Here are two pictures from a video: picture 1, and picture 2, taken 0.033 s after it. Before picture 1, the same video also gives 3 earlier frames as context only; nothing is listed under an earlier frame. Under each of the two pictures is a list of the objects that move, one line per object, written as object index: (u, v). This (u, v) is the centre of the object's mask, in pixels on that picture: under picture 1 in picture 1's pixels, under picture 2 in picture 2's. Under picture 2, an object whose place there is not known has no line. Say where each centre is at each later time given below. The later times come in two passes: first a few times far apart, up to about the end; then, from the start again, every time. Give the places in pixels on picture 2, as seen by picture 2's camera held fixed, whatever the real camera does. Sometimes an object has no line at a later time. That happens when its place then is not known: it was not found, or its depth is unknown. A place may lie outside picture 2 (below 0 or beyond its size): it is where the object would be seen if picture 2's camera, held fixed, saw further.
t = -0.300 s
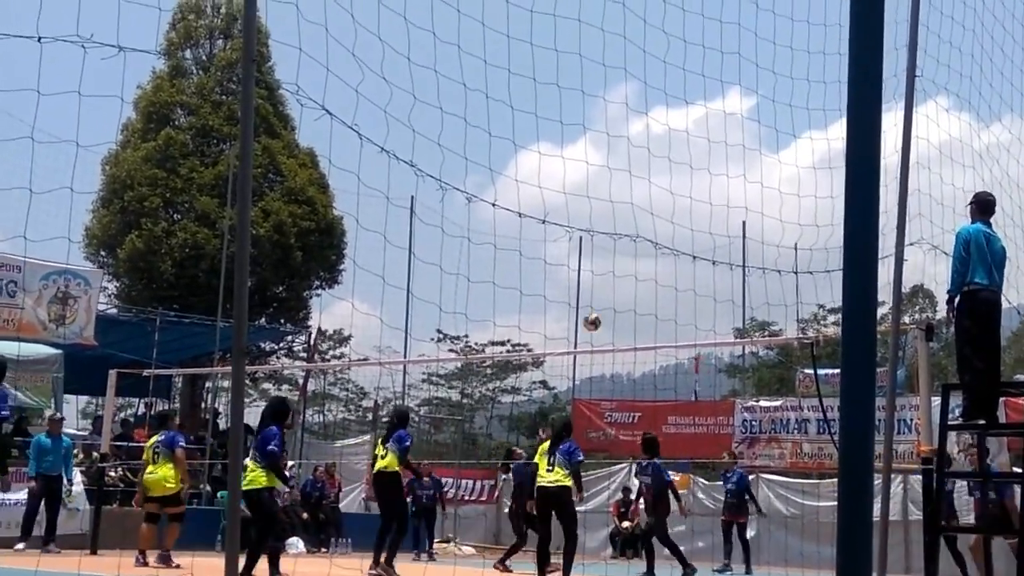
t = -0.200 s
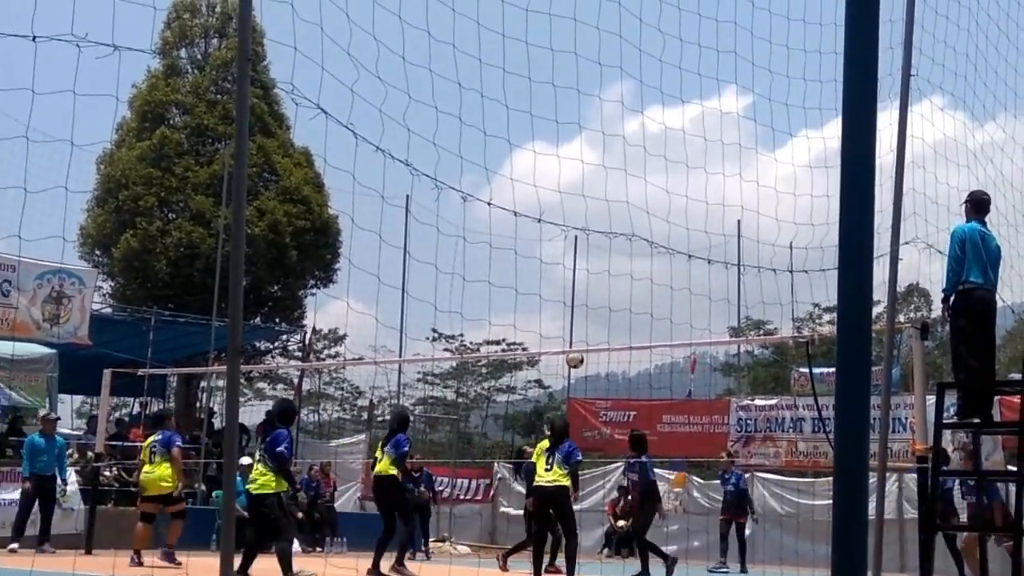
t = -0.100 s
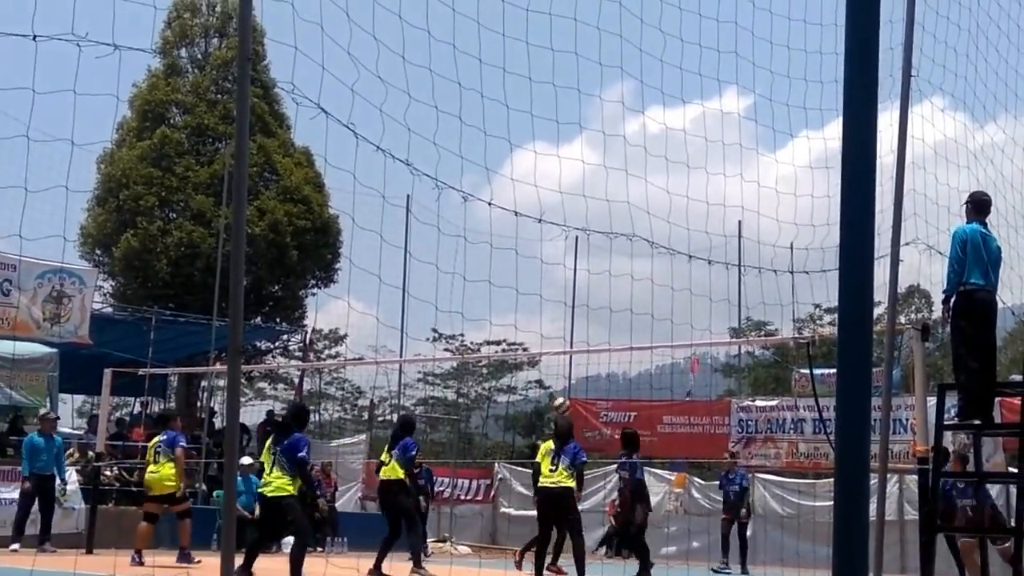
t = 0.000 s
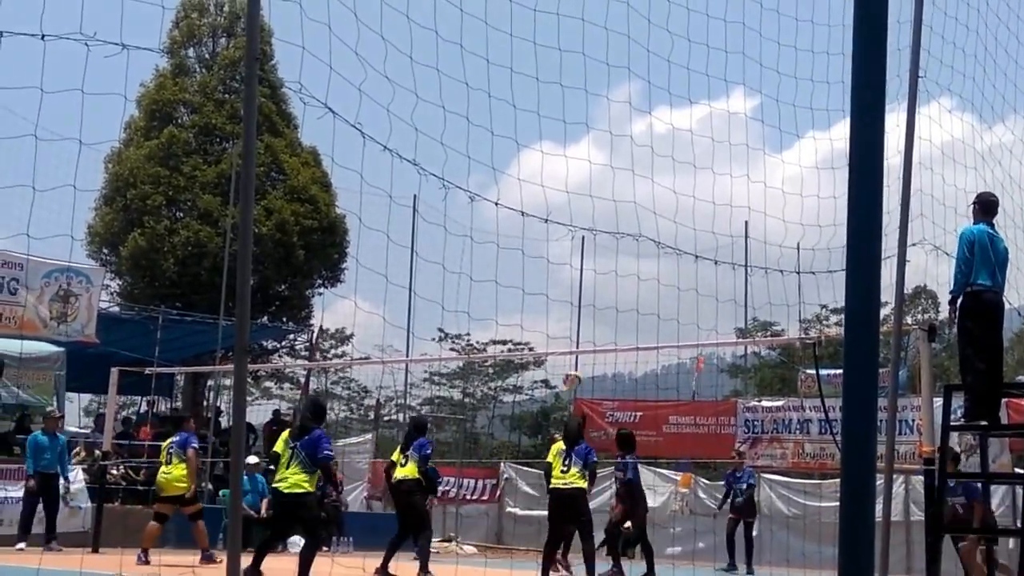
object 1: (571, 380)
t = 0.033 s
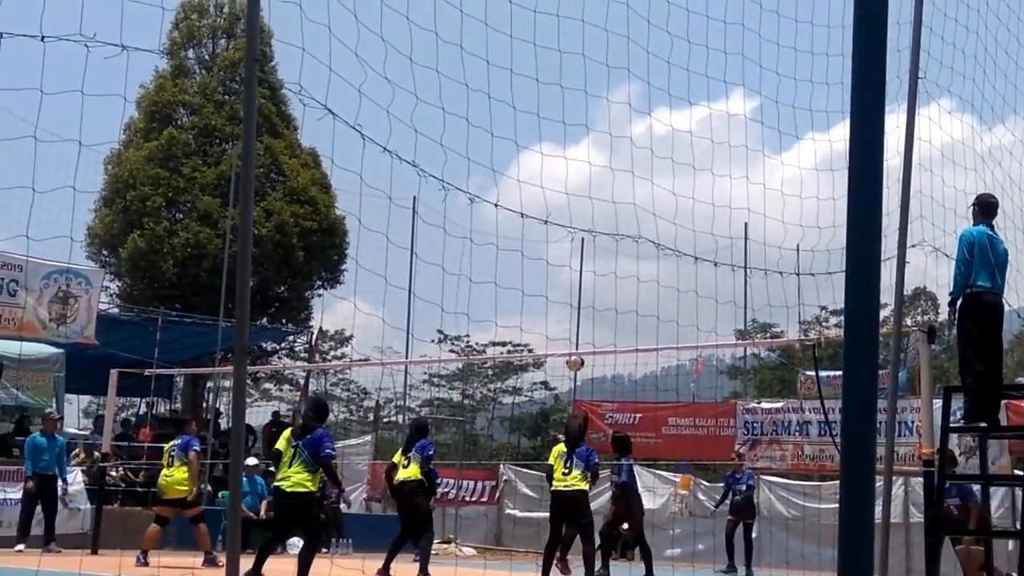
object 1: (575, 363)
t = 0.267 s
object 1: (599, 253)
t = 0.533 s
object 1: (623, 187)
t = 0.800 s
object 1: (644, 180)
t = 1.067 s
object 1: (661, 242)
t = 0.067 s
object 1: (578, 343)
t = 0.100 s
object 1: (582, 326)
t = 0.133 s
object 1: (585, 309)
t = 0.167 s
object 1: (588, 294)
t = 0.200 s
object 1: (592, 280)
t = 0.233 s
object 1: (595, 265)
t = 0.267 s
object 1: (599, 253)
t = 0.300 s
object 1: (602, 241)
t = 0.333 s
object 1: (605, 230)
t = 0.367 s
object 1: (608, 221)
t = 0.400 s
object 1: (612, 212)
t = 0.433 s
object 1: (615, 205)
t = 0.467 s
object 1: (618, 197)
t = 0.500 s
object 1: (621, 192)
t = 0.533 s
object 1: (623, 187)
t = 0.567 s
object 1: (626, 182)
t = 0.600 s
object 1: (628, 179)
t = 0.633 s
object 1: (631, 177)
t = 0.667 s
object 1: (634, 175)
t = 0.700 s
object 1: (636, 175)
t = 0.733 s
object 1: (638, 176)
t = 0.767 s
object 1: (641, 177)
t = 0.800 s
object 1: (644, 180)
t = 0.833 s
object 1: (646, 184)
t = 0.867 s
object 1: (649, 190)
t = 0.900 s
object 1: (651, 195)
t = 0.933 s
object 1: (654, 202)
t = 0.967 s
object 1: (656, 210)
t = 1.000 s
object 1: (658, 220)
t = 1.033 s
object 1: (659, 230)
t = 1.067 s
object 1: (661, 242)
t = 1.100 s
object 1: (662, 256)
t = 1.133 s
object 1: (663, 269)
